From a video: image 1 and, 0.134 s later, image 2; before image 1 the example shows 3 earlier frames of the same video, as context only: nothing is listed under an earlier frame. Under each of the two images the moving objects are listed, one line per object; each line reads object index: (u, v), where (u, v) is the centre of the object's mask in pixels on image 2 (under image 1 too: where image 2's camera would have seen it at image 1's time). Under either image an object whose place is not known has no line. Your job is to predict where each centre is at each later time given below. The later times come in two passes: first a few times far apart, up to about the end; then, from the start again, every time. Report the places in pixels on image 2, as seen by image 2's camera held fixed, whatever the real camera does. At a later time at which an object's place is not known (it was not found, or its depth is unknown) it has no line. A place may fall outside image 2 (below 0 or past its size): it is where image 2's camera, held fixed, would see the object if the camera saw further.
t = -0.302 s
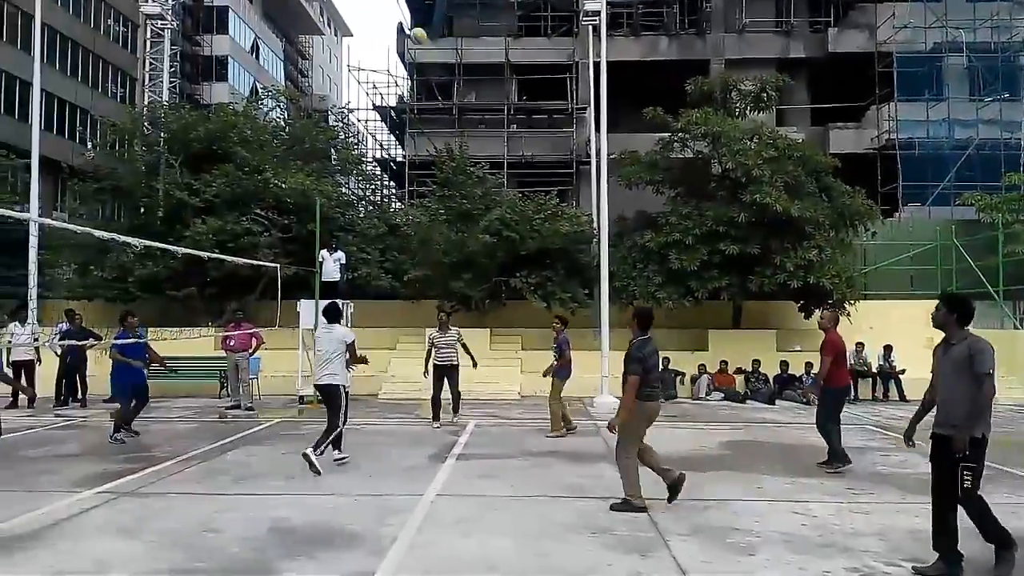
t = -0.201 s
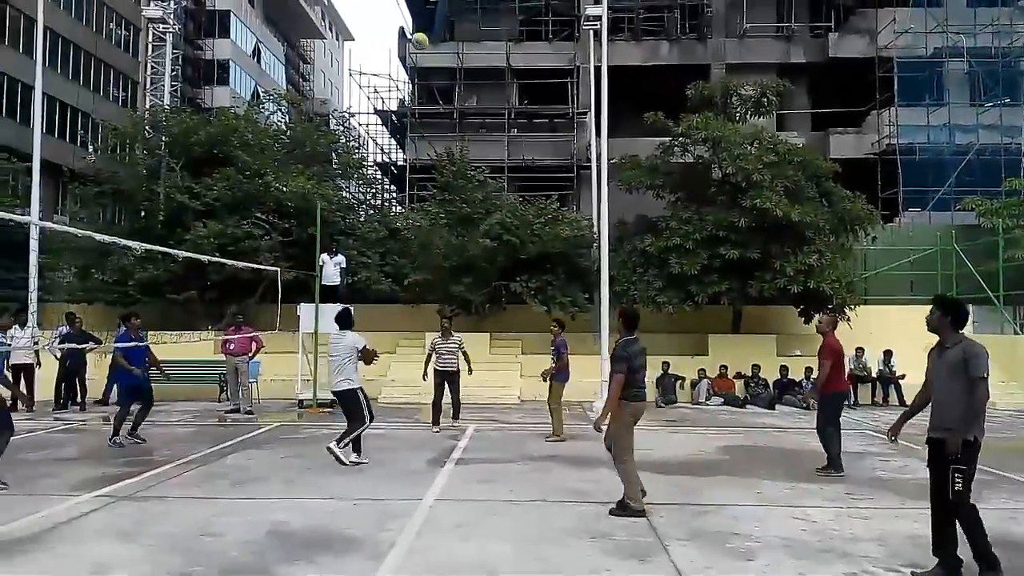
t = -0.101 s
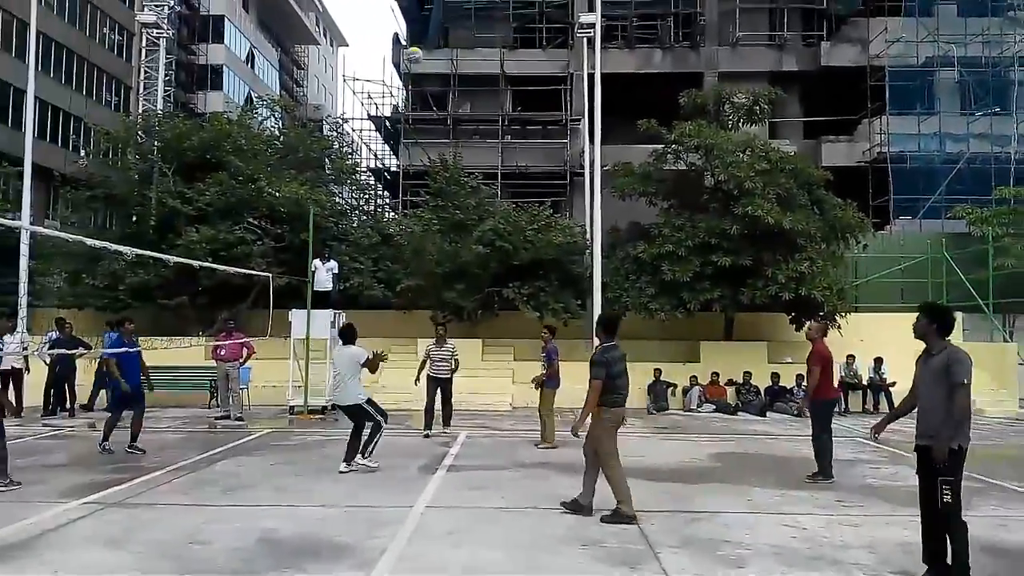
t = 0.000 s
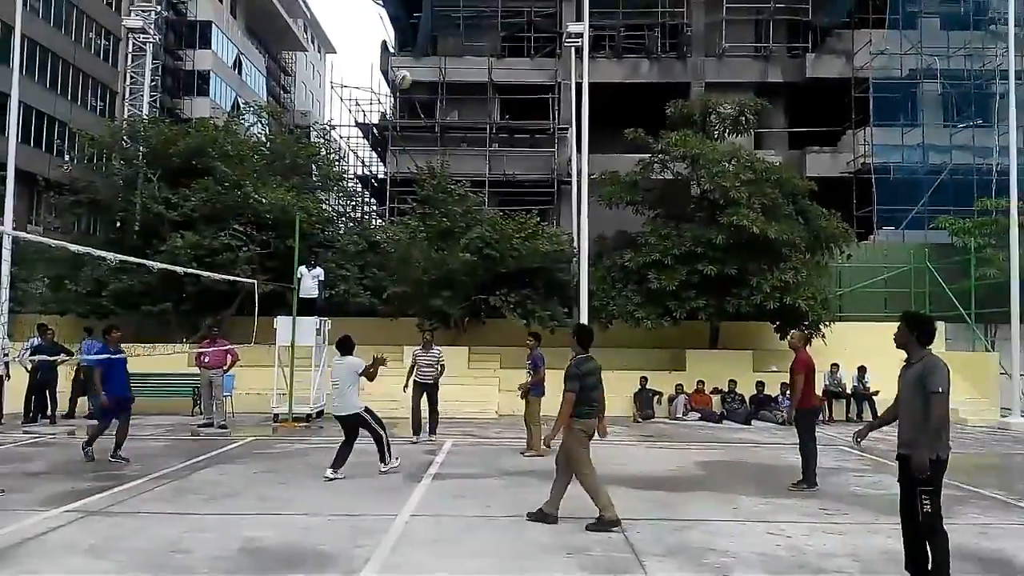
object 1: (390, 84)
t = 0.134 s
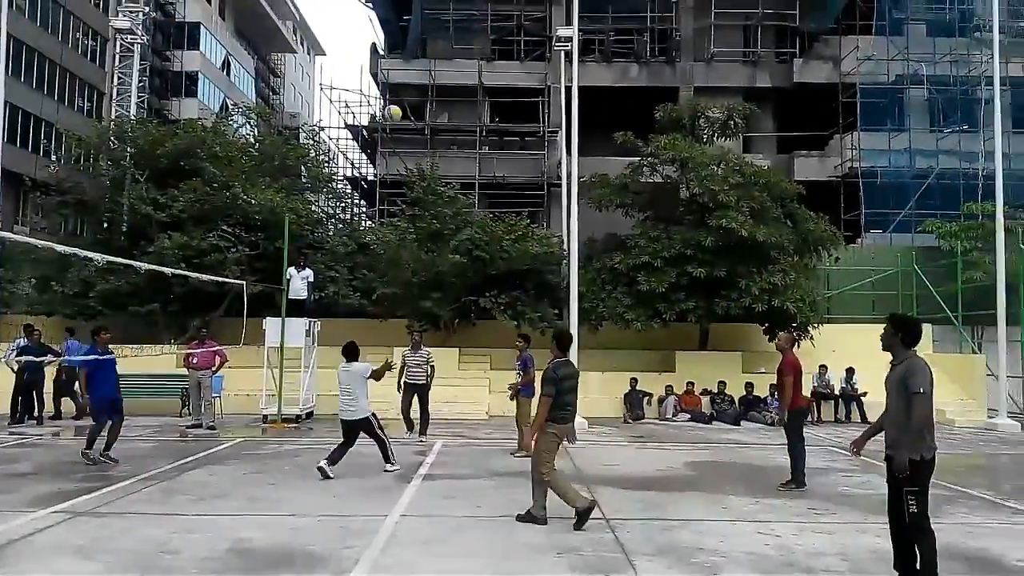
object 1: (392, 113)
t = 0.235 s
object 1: (394, 145)
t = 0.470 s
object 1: (396, 257)
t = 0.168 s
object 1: (393, 124)
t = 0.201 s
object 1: (393, 134)
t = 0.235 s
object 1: (394, 145)
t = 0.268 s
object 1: (394, 159)
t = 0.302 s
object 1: (394, 175)
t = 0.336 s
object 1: (394, 191)
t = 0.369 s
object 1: (395, 205)
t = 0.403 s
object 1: (396, 220)
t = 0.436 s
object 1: (395, 238)
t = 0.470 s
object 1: (396, 257)
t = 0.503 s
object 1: (397, 276)
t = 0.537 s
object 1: (397, 296)
